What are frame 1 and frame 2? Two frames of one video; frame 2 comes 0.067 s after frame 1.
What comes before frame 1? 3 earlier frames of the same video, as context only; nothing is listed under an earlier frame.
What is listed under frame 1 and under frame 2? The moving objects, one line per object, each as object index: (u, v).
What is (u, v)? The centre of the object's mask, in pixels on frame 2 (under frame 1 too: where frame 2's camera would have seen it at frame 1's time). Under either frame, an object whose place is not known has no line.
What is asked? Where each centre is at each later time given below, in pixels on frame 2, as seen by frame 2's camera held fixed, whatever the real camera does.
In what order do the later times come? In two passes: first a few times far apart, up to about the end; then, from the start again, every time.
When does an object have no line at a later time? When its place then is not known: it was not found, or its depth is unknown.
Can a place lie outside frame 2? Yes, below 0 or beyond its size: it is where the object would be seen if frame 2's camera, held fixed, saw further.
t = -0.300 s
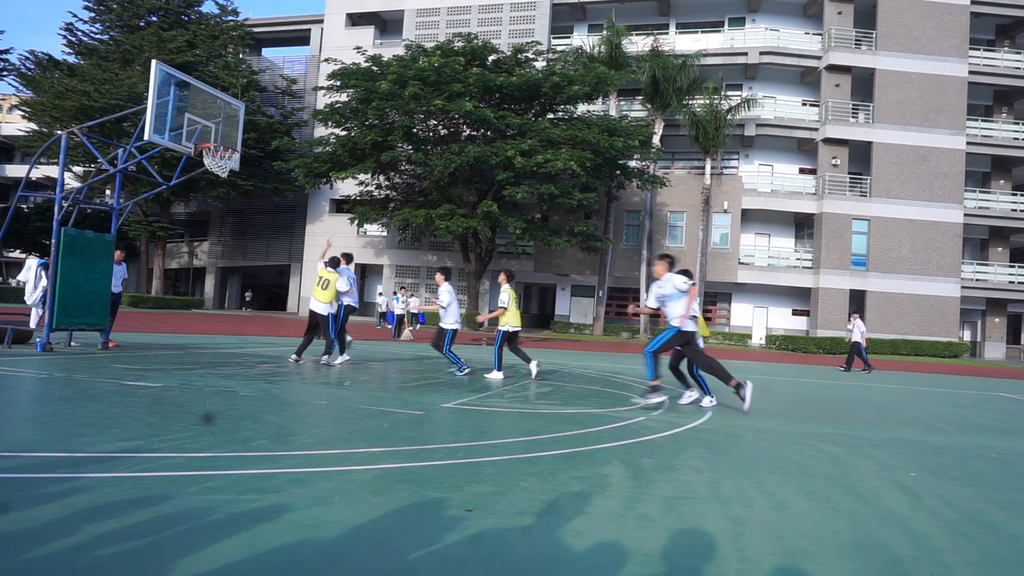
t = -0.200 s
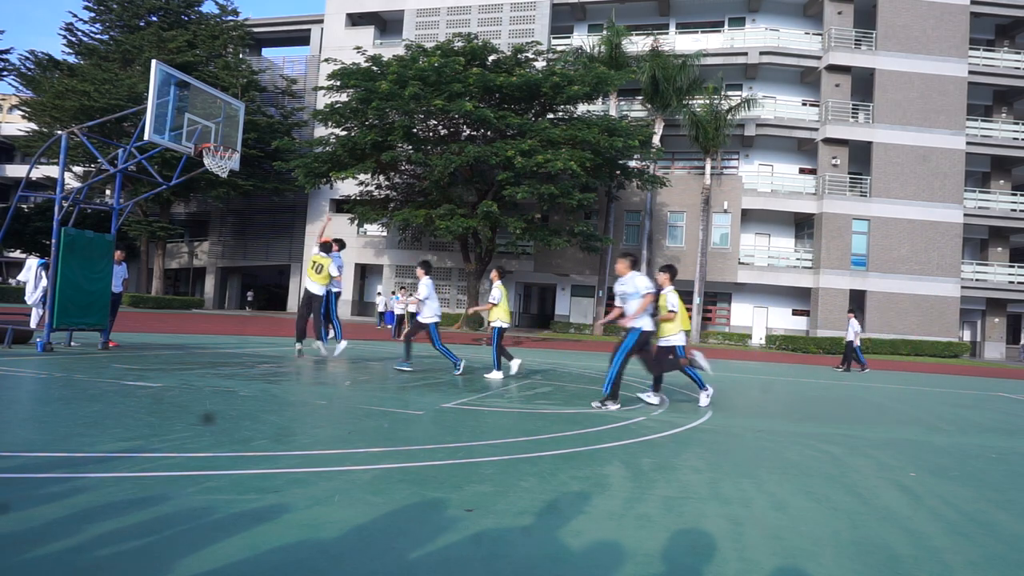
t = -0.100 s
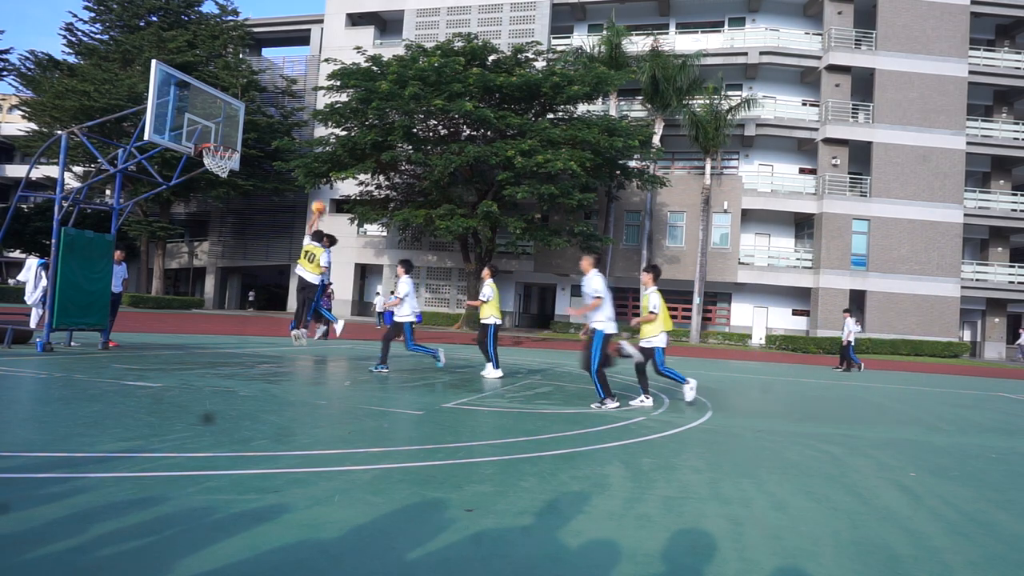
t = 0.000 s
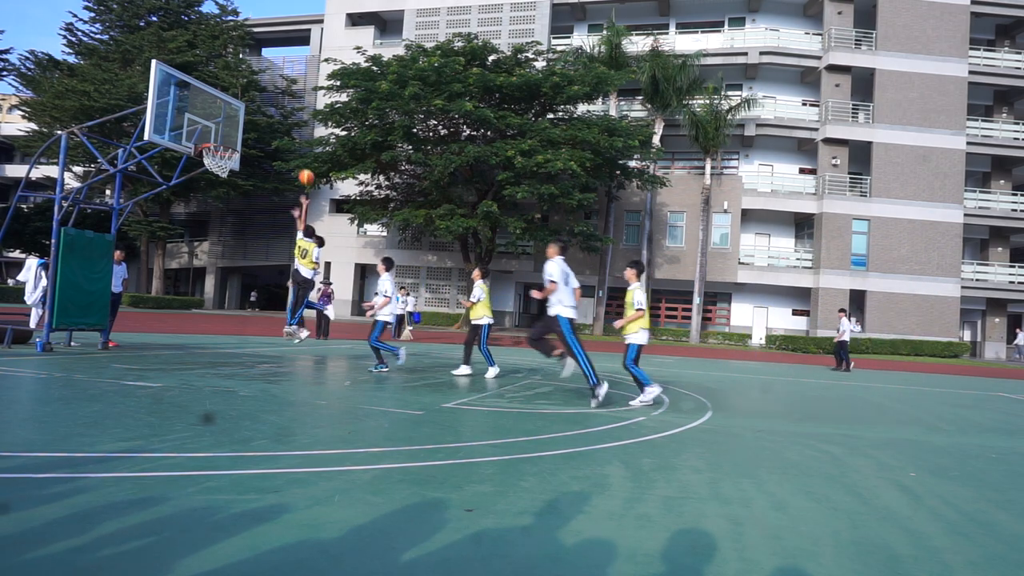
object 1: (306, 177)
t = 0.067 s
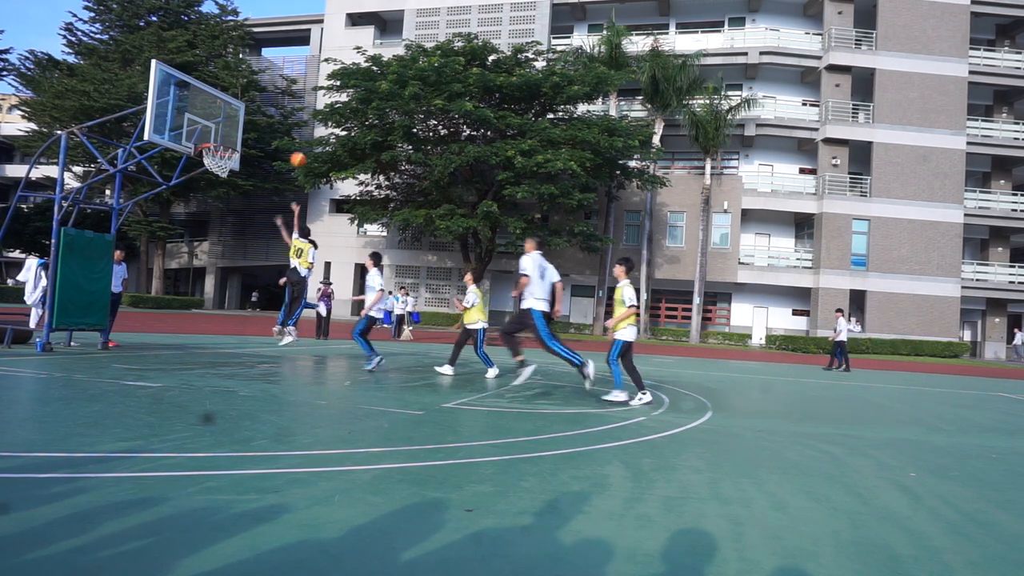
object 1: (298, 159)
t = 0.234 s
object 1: (275, 125)
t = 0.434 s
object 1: (244, 105)
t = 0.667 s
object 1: (231, 114)
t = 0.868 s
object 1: (224, 152)
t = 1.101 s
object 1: (219, 197)
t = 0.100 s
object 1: (294, 151)
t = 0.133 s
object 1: (288, 144)
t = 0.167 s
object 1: (285, 137)
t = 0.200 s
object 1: (280, 131)
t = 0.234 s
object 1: (275, 125)
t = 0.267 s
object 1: (270, 120)
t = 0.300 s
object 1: (265, 116)
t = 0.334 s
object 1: (260, 112)
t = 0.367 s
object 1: (254, 109)
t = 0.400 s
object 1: (250, 106)
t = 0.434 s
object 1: (244, 105)
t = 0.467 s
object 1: (238, 104)
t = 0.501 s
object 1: (234, 104)
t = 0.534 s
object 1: (233, 104)
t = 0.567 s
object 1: (233, 106)
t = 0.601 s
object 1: (232, 107)
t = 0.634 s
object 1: (231, 110)
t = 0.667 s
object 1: (231, 114)
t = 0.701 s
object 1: (230, 119)
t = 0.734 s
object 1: (229, 124)
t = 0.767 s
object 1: (228, 130)
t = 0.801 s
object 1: (228, 135)
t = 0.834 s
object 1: (227, 141)
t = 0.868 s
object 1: (224, 152)
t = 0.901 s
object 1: (223, 160)
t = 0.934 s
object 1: (222, 169)
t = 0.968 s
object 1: (222, 175)
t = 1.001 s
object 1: (222, 178)
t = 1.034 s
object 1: (221, 184)
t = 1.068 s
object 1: (220, 190)
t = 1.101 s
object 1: (219, 197)
